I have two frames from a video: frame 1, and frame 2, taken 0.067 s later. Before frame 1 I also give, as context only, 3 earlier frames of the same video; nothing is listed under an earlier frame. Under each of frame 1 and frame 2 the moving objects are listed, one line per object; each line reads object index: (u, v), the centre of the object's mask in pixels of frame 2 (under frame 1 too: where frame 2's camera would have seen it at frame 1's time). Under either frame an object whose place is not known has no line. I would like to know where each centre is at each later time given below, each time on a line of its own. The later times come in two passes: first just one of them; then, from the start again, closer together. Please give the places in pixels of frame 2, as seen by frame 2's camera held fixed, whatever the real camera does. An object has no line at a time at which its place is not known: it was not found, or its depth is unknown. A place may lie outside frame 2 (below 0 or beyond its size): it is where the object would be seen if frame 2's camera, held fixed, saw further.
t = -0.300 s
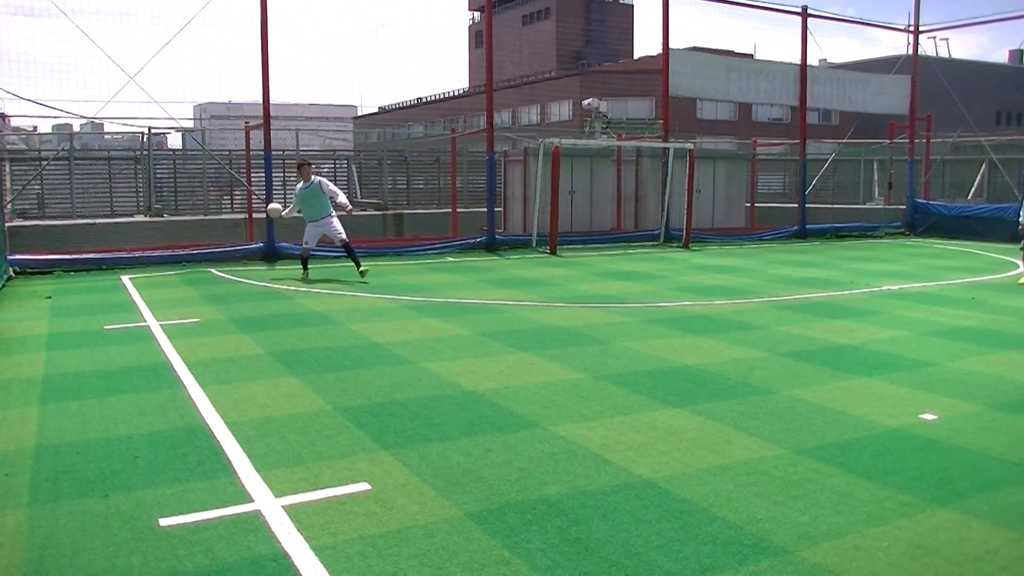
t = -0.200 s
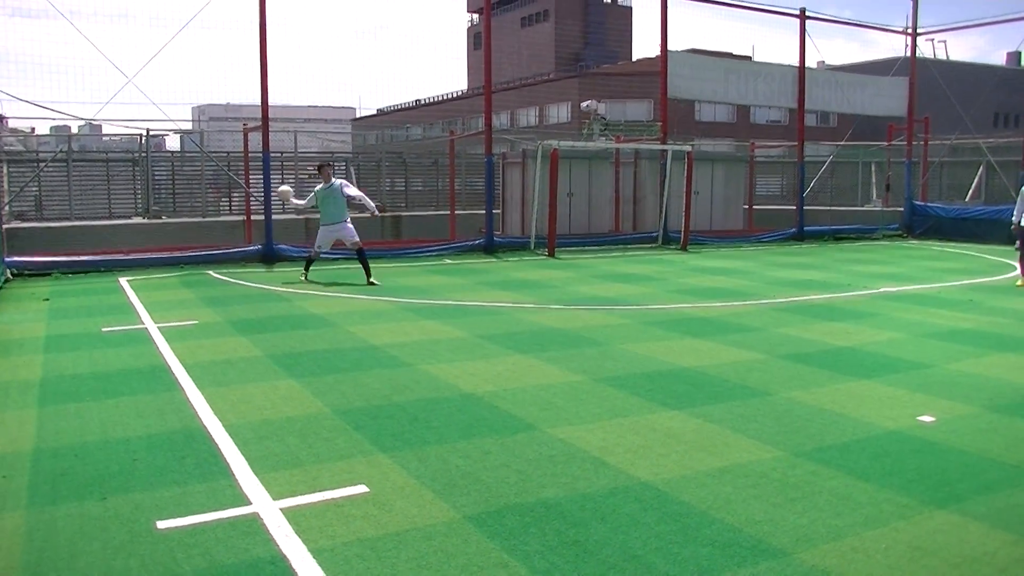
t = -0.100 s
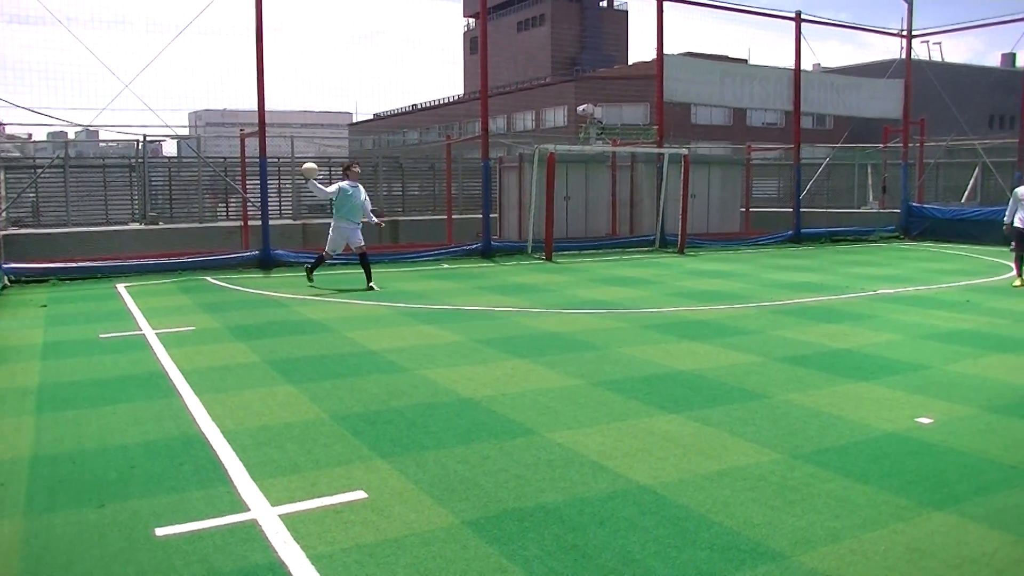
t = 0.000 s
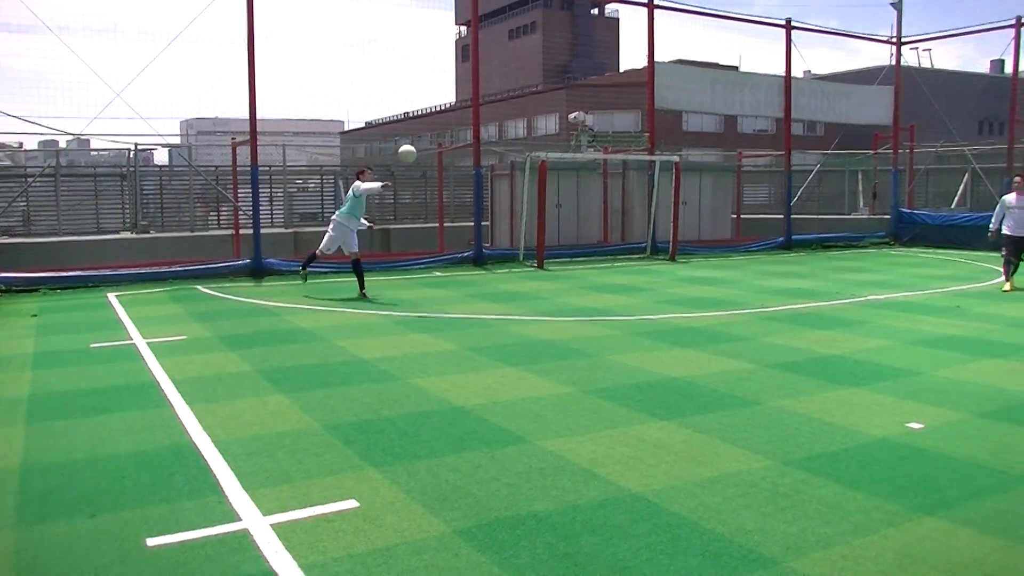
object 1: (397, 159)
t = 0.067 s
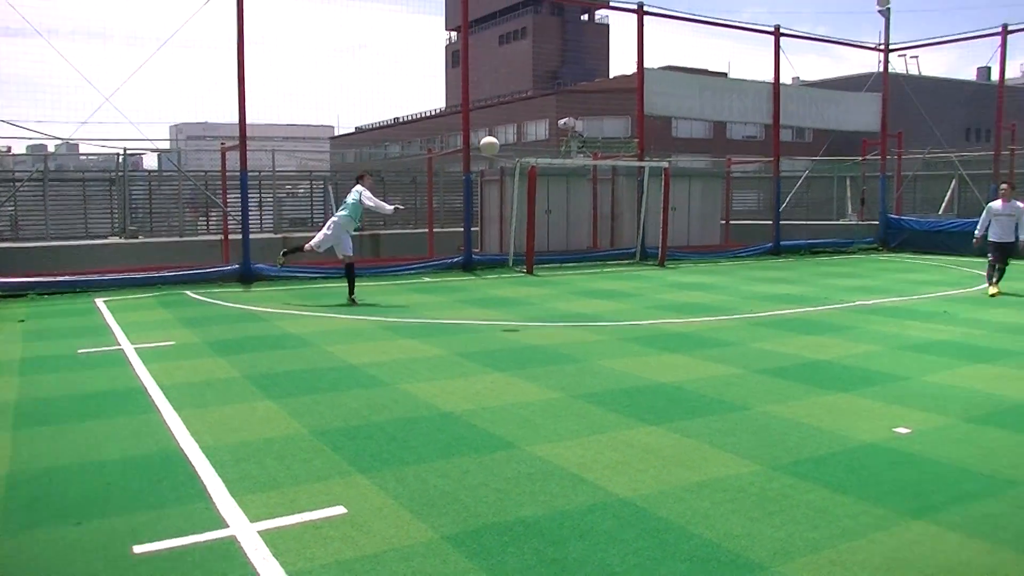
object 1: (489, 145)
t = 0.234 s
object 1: (773, 120)
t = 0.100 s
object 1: (540, 139)
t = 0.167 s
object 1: (650, 129)
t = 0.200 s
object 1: (710, 125)
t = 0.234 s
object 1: (773, 120)
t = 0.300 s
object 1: (911, 114)
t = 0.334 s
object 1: (987, 112)
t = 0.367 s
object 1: (1068, 111)
